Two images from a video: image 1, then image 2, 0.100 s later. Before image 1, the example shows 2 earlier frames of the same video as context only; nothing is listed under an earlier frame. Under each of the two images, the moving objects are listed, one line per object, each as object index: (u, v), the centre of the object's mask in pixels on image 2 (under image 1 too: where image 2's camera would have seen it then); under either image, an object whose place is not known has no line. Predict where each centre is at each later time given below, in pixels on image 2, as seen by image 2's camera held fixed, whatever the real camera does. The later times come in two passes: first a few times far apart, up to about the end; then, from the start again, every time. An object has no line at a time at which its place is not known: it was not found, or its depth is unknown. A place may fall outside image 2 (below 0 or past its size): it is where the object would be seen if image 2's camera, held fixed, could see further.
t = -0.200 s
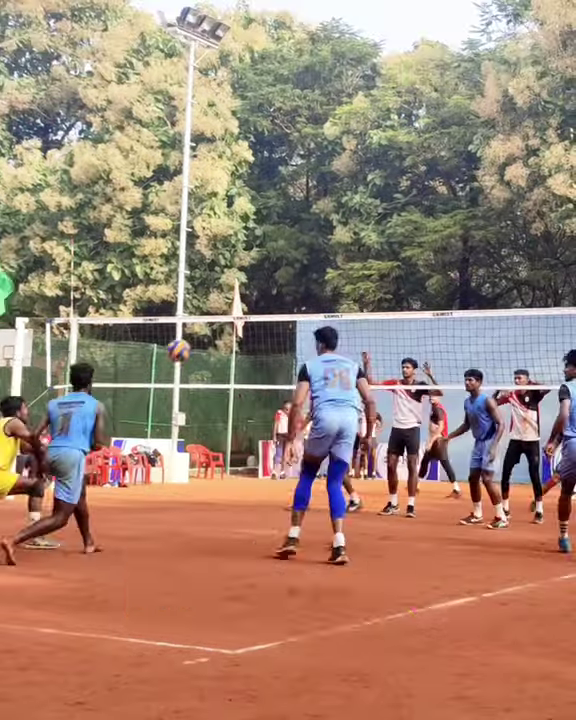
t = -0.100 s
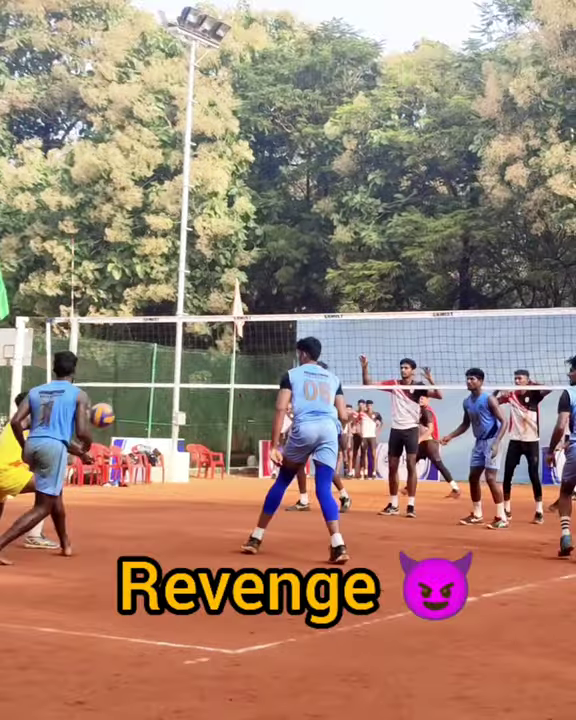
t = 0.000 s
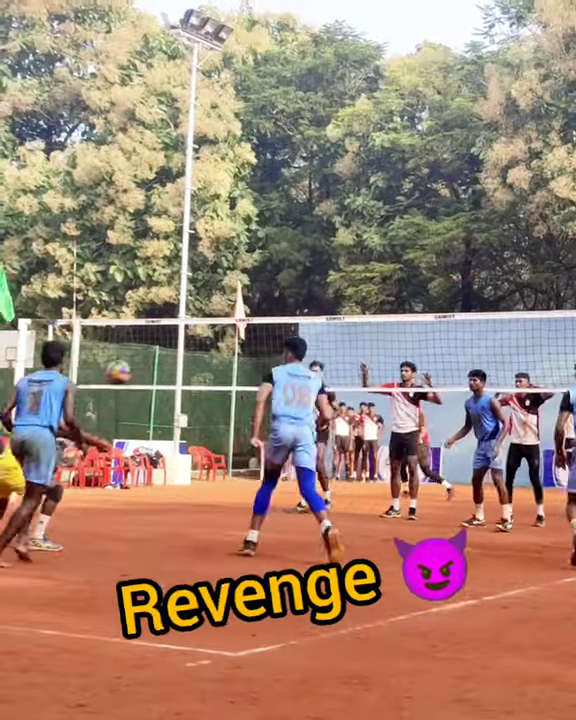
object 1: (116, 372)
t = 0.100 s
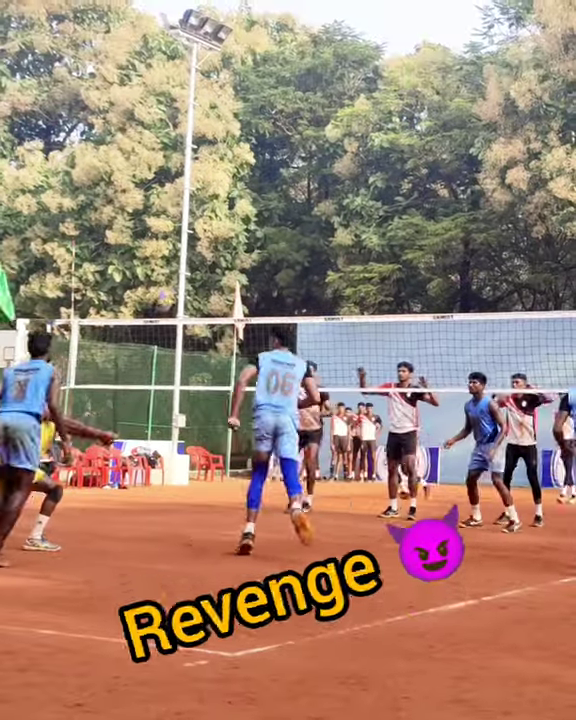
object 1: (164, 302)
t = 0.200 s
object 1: (200, 245)
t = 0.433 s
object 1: (281, 160)
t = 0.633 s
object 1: (342, 135)
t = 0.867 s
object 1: (403, 151)
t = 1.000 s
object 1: (440, 185)
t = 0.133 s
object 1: (172, 280)
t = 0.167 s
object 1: (186, 262)
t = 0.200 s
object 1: (200, 245)
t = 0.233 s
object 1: (212, 231)
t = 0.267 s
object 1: (225, 215)
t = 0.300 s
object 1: (236, 203)
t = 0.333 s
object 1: (247, 188)
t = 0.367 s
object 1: (259, 179)
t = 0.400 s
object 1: (270, 169)
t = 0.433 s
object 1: (281, 160)
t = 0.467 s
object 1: (291, 155)
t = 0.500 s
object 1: (302, 148)
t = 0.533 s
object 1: (312, 144)
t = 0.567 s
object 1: (322, 140)
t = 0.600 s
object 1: (333, 135)
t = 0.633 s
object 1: (342, 135)
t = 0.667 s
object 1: (353, 136)
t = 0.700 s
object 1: (362, 138)
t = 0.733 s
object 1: (372, 138)
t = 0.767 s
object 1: (380, 139)
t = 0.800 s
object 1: (390, 143)
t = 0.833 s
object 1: (398, 147)
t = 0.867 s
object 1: (403, 151)
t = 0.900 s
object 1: (415, 159)
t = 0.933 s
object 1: (424, 166)
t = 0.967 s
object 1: (431, 174)
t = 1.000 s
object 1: (440, 185)
